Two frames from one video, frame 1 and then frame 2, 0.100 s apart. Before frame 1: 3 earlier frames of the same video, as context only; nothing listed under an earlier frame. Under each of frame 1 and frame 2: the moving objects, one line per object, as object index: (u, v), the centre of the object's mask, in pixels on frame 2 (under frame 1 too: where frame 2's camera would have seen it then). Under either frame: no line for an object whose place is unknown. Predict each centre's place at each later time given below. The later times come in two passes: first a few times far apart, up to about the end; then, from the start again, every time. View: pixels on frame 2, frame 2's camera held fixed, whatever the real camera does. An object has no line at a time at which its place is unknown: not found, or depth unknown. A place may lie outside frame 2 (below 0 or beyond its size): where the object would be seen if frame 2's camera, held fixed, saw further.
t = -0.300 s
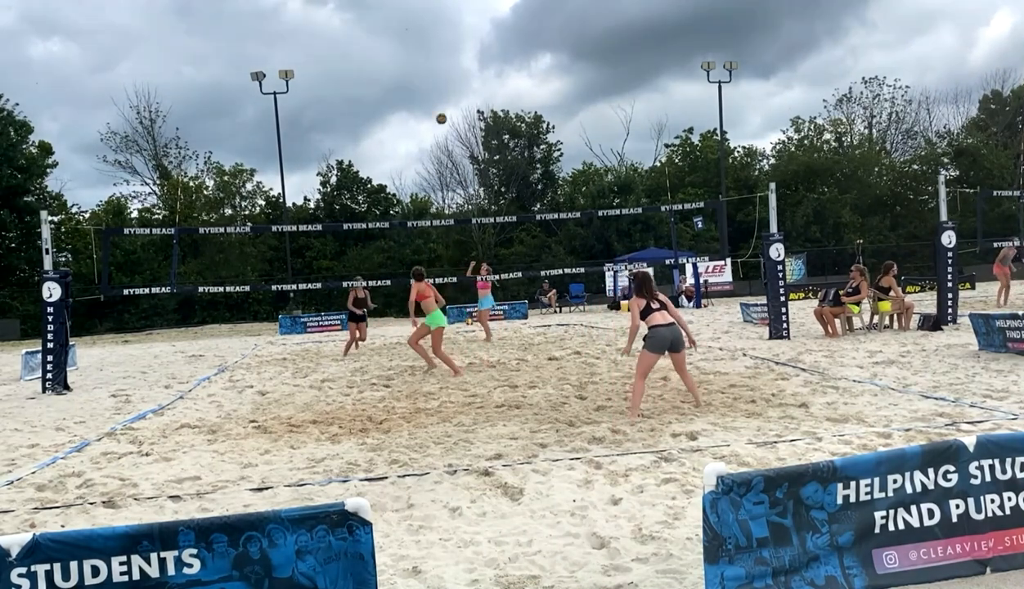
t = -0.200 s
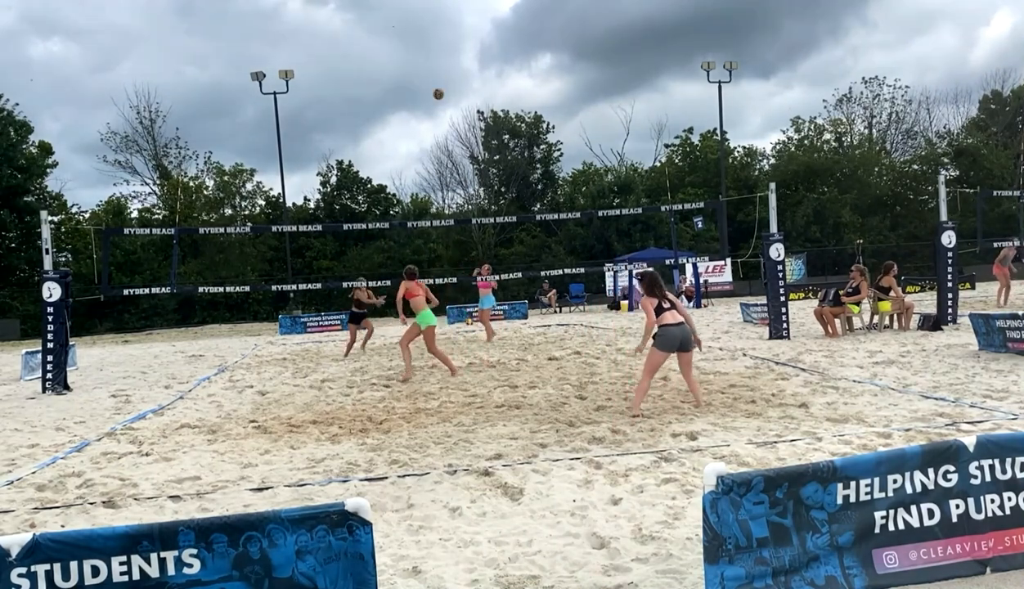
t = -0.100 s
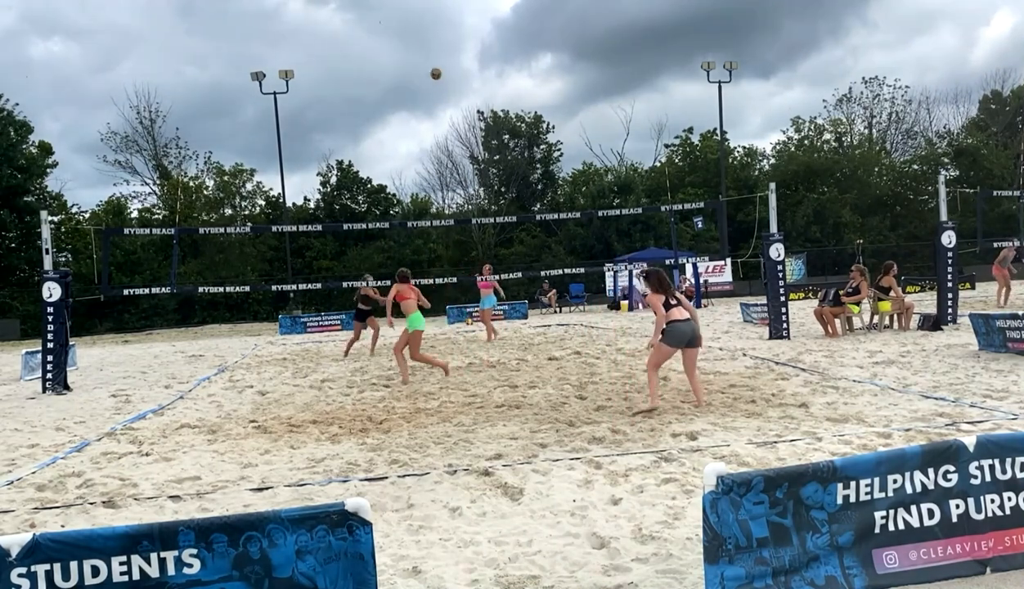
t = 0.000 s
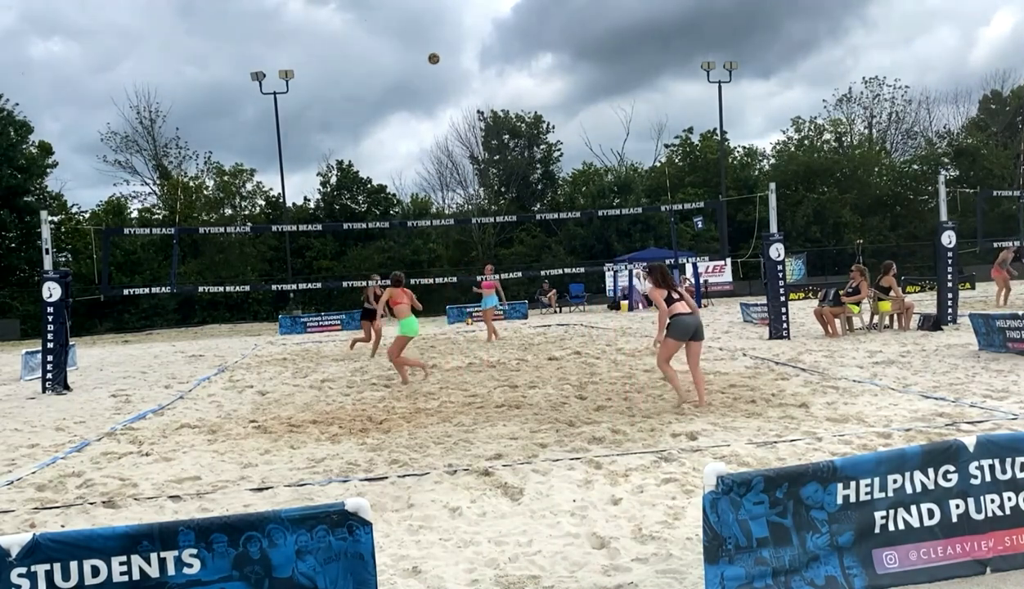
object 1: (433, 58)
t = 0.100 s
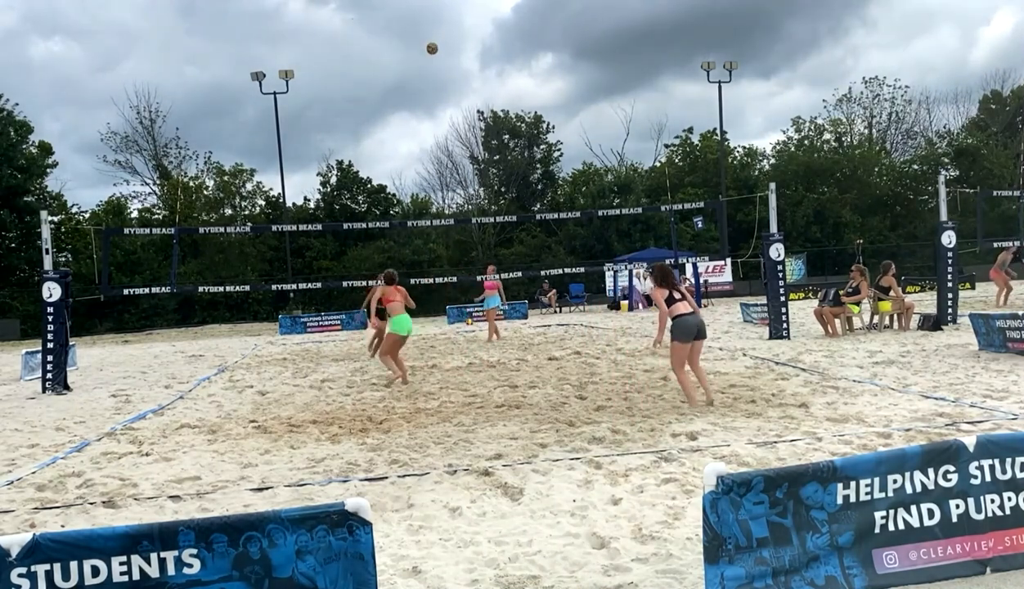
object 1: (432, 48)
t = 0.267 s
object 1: (430, 43)
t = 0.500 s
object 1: (429, 60)
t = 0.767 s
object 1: (432, 118)
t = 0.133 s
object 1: (431, 46)
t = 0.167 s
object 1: (431, 44)
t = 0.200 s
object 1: (430, 43)
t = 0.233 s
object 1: (430, 42)
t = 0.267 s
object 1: (430, 43)
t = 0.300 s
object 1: (430, 43)
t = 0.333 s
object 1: (429, 44)
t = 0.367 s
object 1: (429, 46)
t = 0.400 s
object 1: (429, 49)
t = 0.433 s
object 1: (429, 52)
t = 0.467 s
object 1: (429, 56)
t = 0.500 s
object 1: (429, 60)
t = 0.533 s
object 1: (429, 65)
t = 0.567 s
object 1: (429, 71)
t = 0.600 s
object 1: (430, 77)
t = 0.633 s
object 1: (430, 84)
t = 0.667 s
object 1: (430, 92)
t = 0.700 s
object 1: (431, 100)
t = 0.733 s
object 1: (431, 109)
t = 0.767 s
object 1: (432, 118)
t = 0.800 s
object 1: (433, 128)
